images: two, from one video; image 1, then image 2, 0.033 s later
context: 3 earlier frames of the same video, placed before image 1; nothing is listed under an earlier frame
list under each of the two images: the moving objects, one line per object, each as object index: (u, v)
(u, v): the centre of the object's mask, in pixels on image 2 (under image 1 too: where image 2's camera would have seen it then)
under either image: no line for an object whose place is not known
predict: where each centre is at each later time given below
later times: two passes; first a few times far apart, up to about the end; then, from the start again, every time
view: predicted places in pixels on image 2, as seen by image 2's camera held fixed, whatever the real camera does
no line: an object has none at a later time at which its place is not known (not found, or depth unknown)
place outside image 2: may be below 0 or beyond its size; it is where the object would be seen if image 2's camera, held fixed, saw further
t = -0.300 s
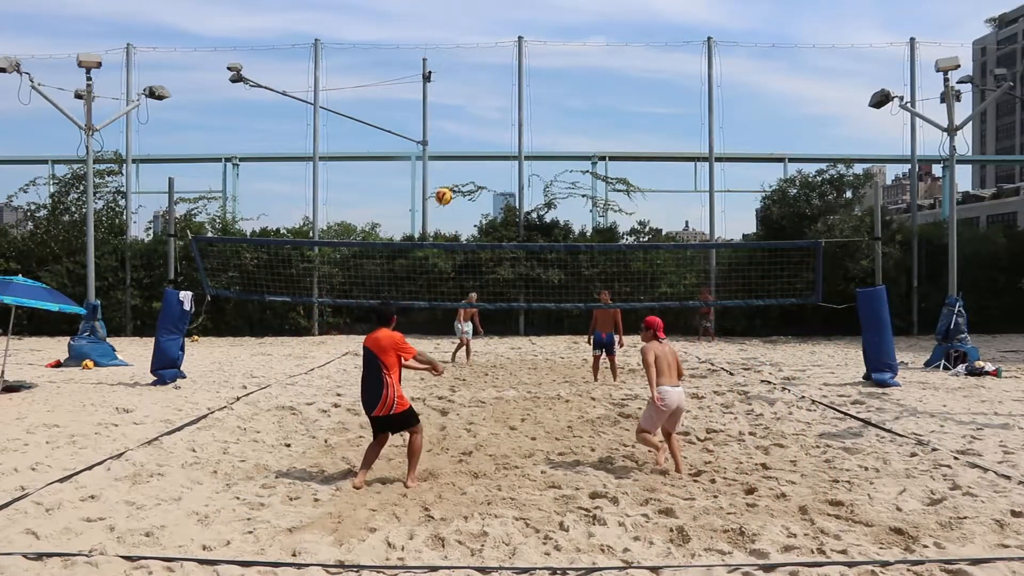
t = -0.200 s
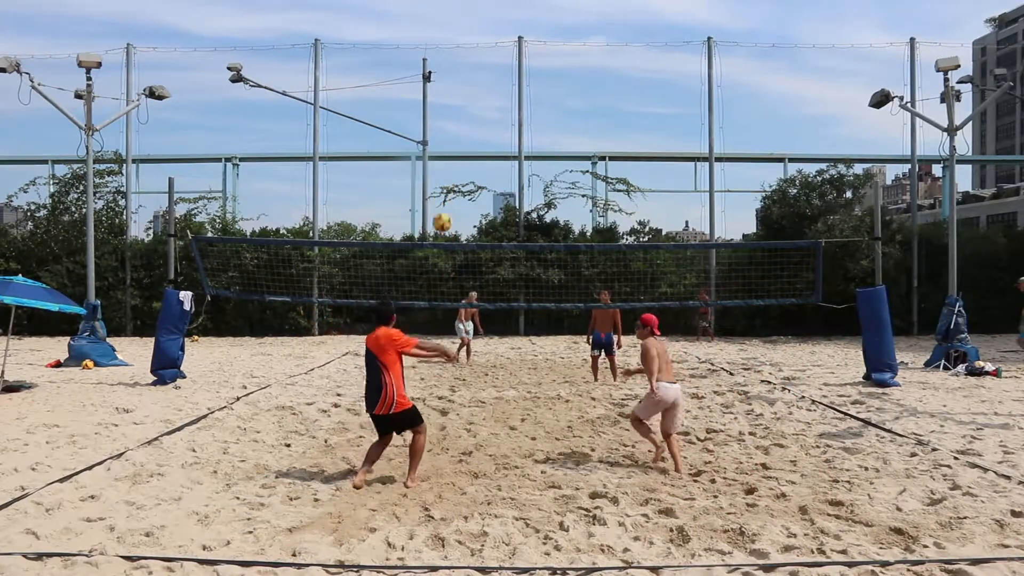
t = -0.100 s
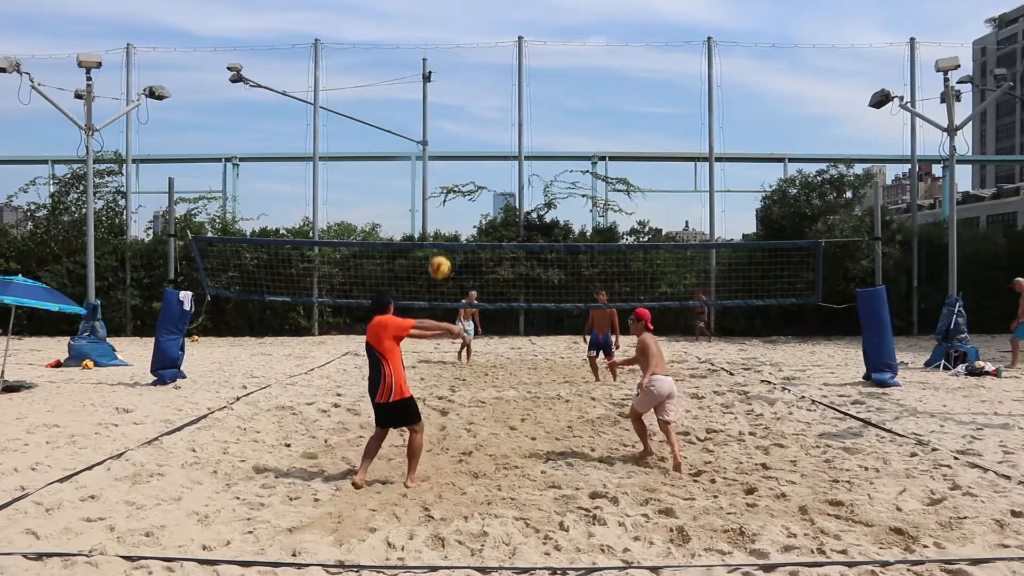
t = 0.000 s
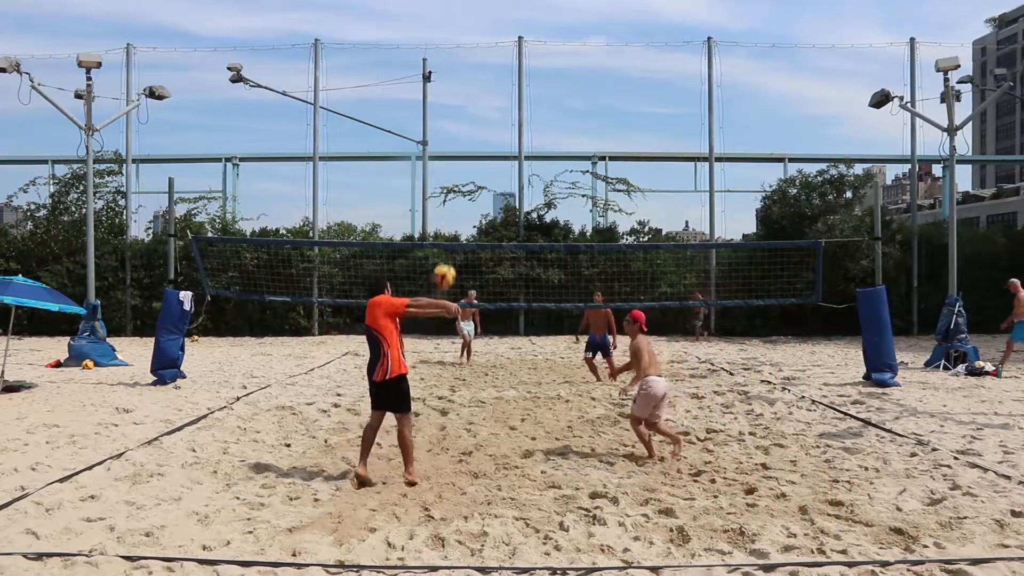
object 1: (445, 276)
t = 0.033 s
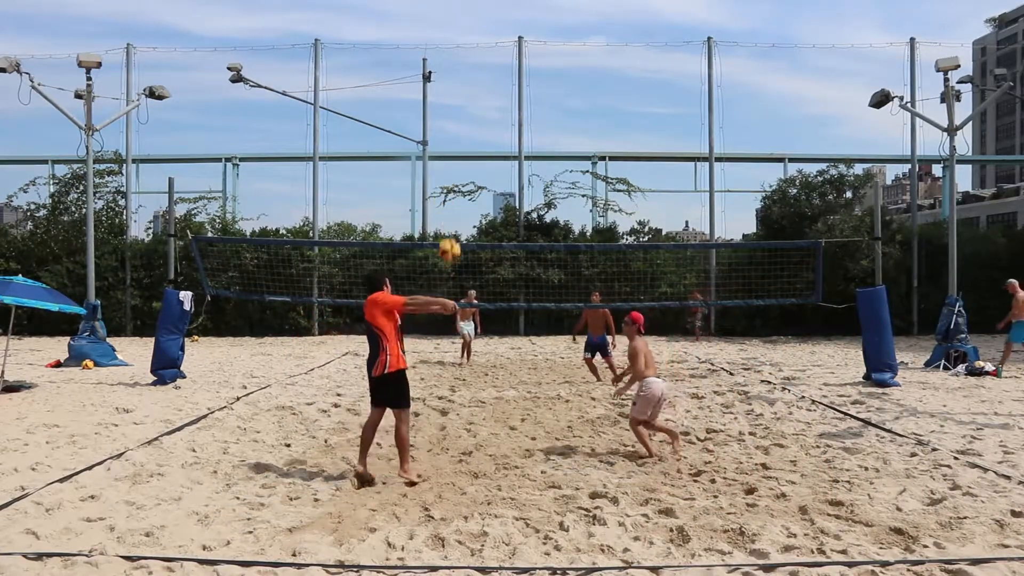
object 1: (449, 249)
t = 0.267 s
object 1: (481, 118)
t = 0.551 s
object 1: (515, 44)
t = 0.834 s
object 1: (544, 44)
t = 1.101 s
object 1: (566, 96)
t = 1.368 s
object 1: (586, 190)
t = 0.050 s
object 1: (452, 238)
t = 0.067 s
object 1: (453, 227)
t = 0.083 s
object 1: (455, 215)
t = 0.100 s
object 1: (458, 204)
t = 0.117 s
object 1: (461, 194)
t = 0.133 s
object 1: (463, 185)
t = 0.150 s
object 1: (465, 174)
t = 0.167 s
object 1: (468, 164)
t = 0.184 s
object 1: (470, 156)
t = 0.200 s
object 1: (472, 147)
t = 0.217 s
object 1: (475, 139)
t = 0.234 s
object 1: (476, 131)
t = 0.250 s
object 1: (478, 124)
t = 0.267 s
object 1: (481, 118)
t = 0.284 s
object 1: (482, 111)
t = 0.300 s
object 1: (485, 105)
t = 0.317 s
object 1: (487, 98)
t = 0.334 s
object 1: (489, 93)
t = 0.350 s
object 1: (492, 87)
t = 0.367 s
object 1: (493, 82)
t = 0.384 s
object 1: (495, 77)
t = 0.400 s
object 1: (497, 73)
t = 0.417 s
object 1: (499, 69)
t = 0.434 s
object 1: (501, 65)
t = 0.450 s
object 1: (503, 61)
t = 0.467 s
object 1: (505, 58)
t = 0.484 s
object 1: (507, 55)
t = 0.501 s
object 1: (510, 51)
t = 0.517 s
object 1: (511, 49)
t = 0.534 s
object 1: (513, 47)
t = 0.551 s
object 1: (515, 44)
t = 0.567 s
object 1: (517, 43)
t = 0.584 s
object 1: (519, 41)
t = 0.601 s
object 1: (520, 40)
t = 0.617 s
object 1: (522, 39)
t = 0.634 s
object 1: (524, 38)
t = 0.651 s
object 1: (526, 37)
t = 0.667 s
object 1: (528, 36)
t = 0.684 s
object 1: (529, 36)
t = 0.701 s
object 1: (531, 36)
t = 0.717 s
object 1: (533, 36)
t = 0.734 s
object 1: (534, 37)
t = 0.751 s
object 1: (535, 38)
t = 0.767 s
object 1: (537, 38)
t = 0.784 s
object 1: (539, 39)
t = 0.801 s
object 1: (540, 41)
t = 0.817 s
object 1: (542, 42)
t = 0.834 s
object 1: (544, 44)
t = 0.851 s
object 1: (545, 46)
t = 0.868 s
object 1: (547, 48)
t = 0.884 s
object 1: (549, 51)
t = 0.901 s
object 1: (550, 53)
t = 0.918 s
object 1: (552, 55)
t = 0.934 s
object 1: (553, 58)
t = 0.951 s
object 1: (554, 62)
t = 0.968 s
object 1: (556, 64)
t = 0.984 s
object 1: (557, 68)
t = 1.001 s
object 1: (559, 72)
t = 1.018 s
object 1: (560, 75)
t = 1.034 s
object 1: (562, 79)
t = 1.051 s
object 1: (563, 83)
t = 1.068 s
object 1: (564, 87)
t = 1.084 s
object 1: (565, 92)
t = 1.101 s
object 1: (566, 96)
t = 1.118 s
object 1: (568, 101)
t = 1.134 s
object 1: (570, 105)
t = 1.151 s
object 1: (571, 110)
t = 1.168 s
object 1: (572, 116)
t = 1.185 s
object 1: (573, 121)
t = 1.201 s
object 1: (575, 127)
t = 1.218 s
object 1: (576, 132)
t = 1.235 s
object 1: (576, 139)
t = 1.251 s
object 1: (578, 144)
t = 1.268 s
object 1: (580, 151)
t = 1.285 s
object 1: (580, 155)
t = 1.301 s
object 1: (582, 163)
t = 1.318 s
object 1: (583, 170)
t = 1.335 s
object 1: (584, 176)
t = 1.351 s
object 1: (586, 183)
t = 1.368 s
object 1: (586, 190)
